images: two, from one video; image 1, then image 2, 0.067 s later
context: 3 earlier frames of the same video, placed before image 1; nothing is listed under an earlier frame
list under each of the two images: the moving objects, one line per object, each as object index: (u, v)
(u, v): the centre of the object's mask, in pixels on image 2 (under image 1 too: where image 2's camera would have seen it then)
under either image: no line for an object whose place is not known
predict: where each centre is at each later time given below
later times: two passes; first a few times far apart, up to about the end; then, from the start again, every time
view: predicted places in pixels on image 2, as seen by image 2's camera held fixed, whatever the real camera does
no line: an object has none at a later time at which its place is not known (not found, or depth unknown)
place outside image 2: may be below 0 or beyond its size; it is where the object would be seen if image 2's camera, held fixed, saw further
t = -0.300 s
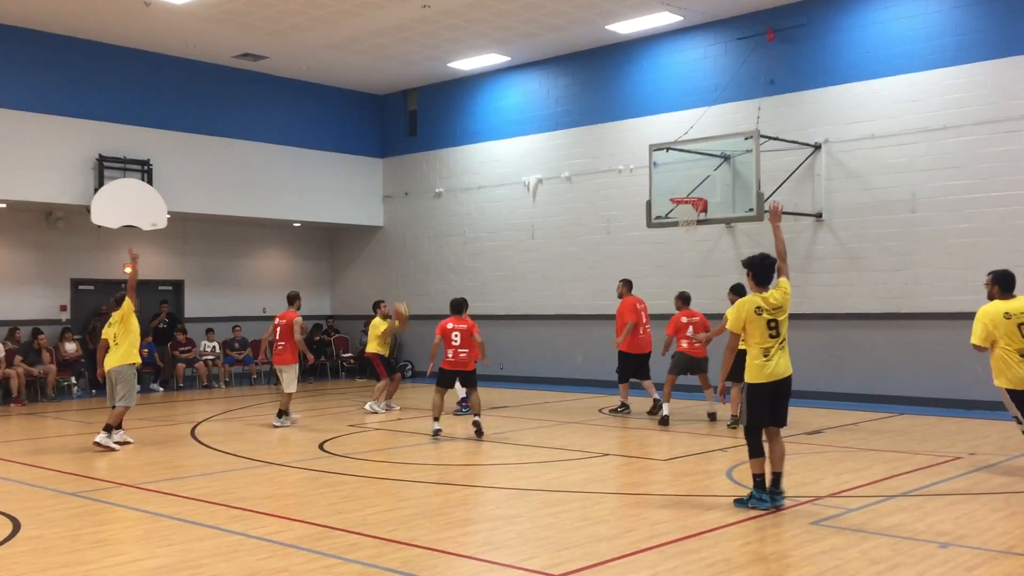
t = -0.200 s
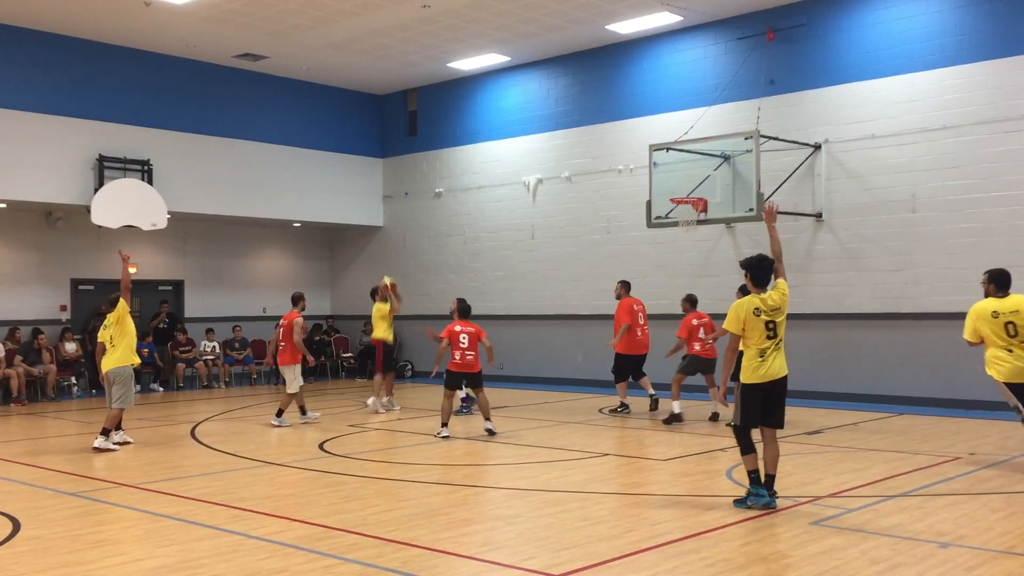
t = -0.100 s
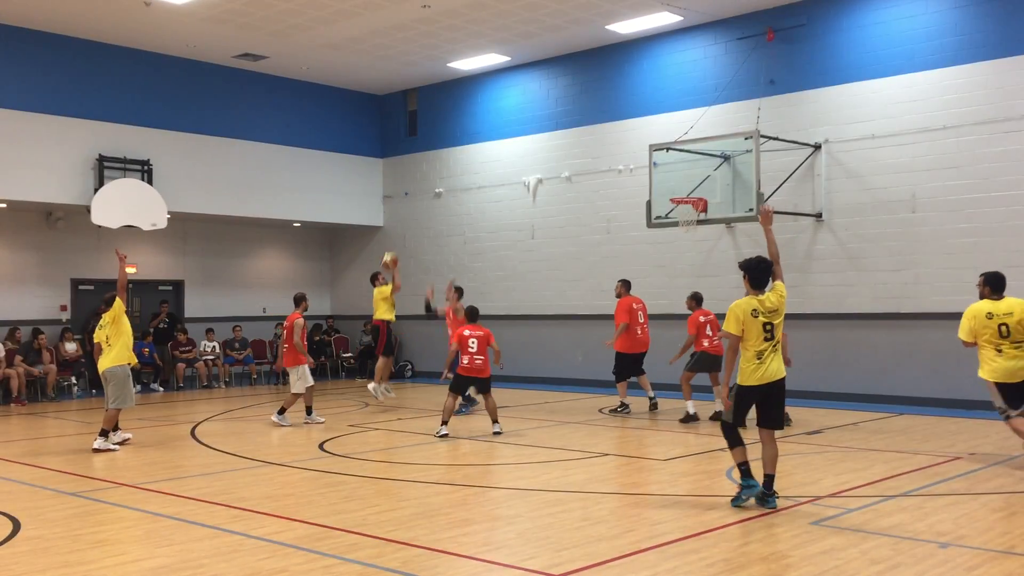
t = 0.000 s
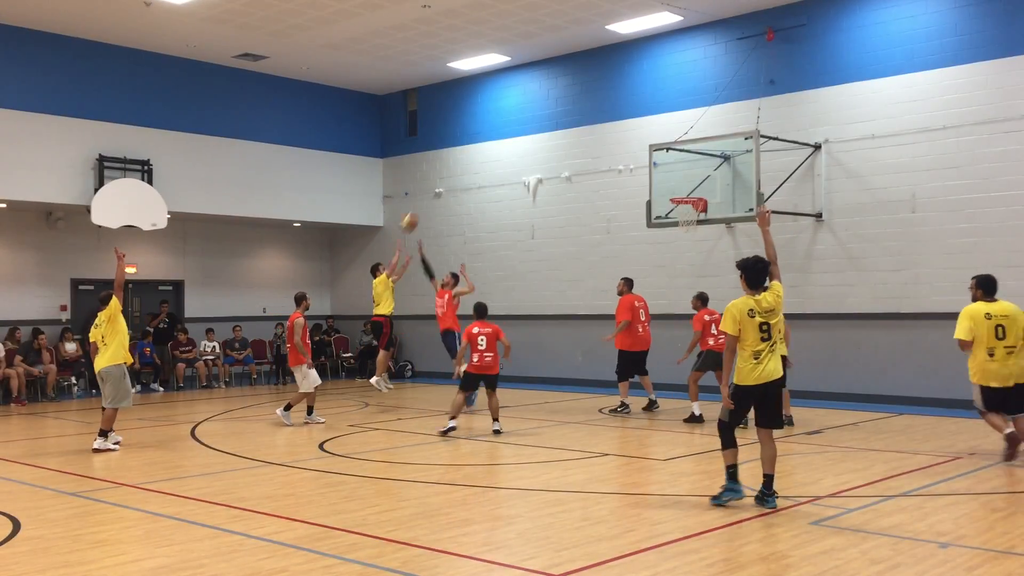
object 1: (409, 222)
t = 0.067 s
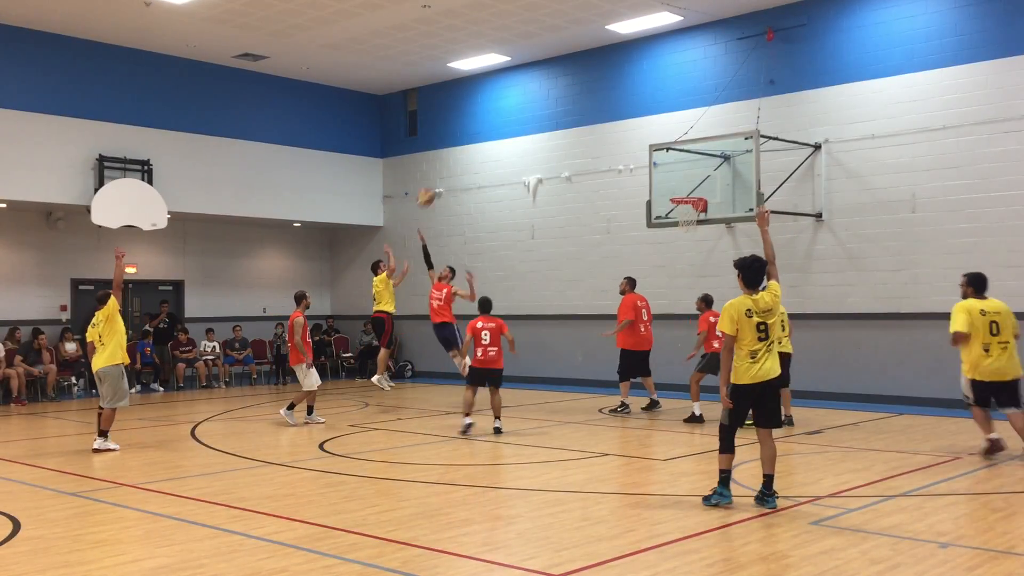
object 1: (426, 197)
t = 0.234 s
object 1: (468, 148)
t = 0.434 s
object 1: (517, 112)
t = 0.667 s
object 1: (575, 103)
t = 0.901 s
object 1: (632, 130)
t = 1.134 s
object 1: (689, 191)
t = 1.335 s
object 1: (707, 146)
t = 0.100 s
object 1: (434, 186)
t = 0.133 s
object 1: (443, 175)
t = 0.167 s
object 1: (451, 165)
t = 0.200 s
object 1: (459, 156)
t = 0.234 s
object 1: (468, 148)
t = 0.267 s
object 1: (476, 140)
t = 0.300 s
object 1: (484, 133)
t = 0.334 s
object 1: (492, 127)
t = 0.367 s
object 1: (500, 121)
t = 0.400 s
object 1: (509, 116)
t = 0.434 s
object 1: (517, 112)
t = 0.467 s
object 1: (525, 109)
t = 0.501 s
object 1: (533, 106)
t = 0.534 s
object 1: (541, 104)
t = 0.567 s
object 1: (549, 103)
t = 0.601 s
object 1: (558, 102)
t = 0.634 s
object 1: (566, 103)
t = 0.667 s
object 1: (575, 103)
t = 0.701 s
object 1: (583, 105)
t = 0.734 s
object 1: (591, 107)
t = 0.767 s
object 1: (599, 111)
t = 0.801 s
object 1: (607, 114)
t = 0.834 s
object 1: (615, 119)
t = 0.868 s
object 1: (623, 125)
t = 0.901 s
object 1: (632, 130)
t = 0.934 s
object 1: (640, 138)
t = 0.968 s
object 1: (648, 145)
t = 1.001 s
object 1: (656, 153)
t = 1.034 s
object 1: (665, 163)
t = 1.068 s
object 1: (673, 173)
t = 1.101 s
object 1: (682, 183)
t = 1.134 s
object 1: (689, 191)
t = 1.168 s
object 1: (692, 183)
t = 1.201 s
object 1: (695, 174)
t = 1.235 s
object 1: (698, 166)
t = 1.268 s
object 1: (701, 159)
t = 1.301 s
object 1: (704, 152)
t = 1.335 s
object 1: (707, 146)
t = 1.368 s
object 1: (710, 141)
